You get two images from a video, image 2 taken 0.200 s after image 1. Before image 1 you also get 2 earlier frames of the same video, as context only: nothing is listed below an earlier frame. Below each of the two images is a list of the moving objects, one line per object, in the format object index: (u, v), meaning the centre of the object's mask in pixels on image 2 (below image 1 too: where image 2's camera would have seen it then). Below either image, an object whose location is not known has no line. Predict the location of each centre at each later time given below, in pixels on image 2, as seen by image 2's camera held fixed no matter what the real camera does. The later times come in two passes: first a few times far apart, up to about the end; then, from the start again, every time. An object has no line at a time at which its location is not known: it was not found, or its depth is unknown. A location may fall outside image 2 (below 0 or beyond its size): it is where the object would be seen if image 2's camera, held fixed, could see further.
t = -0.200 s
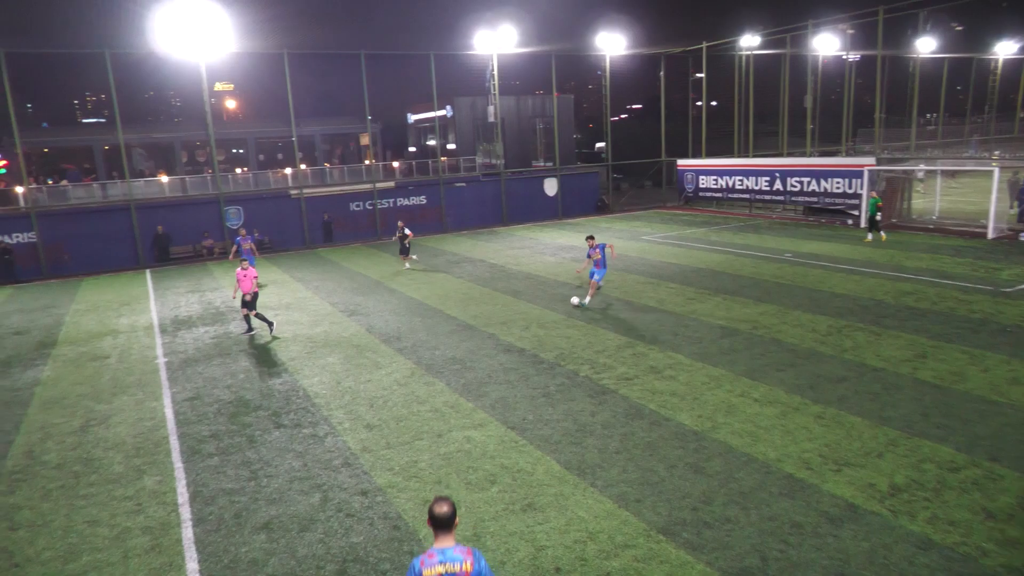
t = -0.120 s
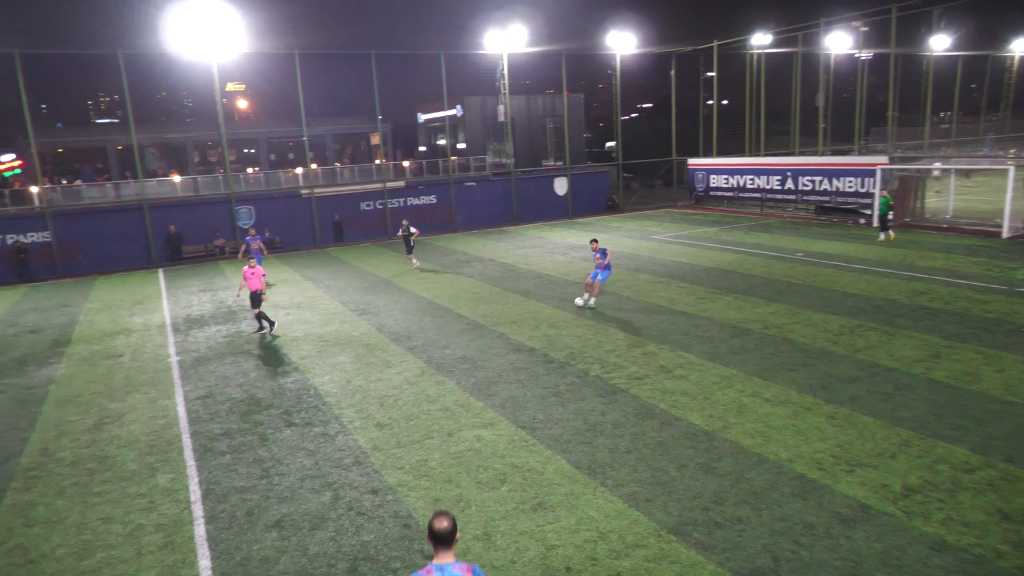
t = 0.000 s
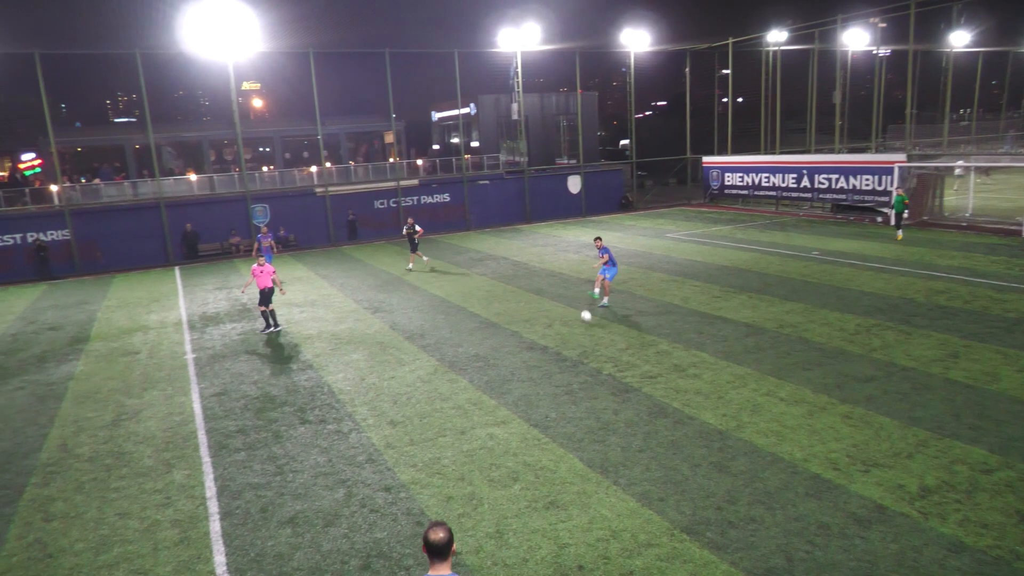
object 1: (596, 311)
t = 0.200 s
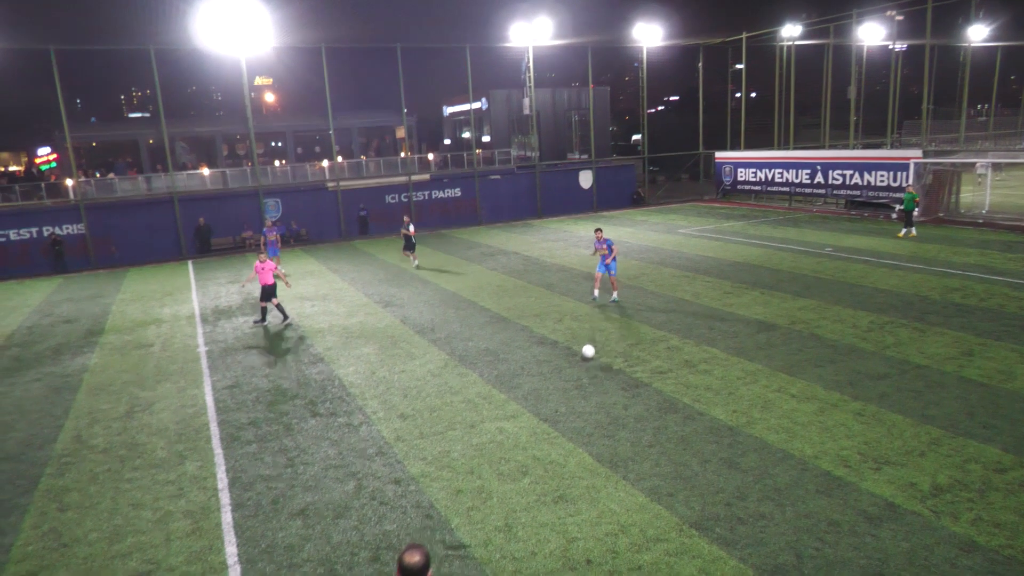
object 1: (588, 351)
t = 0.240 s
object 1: (587, 361)
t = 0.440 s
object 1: (580, 424)
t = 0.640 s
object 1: (574, 509)
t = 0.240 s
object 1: (587, 361)
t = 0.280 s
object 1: (586, 372)
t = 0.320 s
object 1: (584, 386)
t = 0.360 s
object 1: (583, 403)
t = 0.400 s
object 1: (582, 414)
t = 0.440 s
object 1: (580, 424)
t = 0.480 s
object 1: (579, 435)
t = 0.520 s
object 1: (578, 448)
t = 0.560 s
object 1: (576, 465)
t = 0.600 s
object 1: (575, 485)
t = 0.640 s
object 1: (574, 509)
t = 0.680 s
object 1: (572, 537)
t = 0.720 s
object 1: (571, 563)
